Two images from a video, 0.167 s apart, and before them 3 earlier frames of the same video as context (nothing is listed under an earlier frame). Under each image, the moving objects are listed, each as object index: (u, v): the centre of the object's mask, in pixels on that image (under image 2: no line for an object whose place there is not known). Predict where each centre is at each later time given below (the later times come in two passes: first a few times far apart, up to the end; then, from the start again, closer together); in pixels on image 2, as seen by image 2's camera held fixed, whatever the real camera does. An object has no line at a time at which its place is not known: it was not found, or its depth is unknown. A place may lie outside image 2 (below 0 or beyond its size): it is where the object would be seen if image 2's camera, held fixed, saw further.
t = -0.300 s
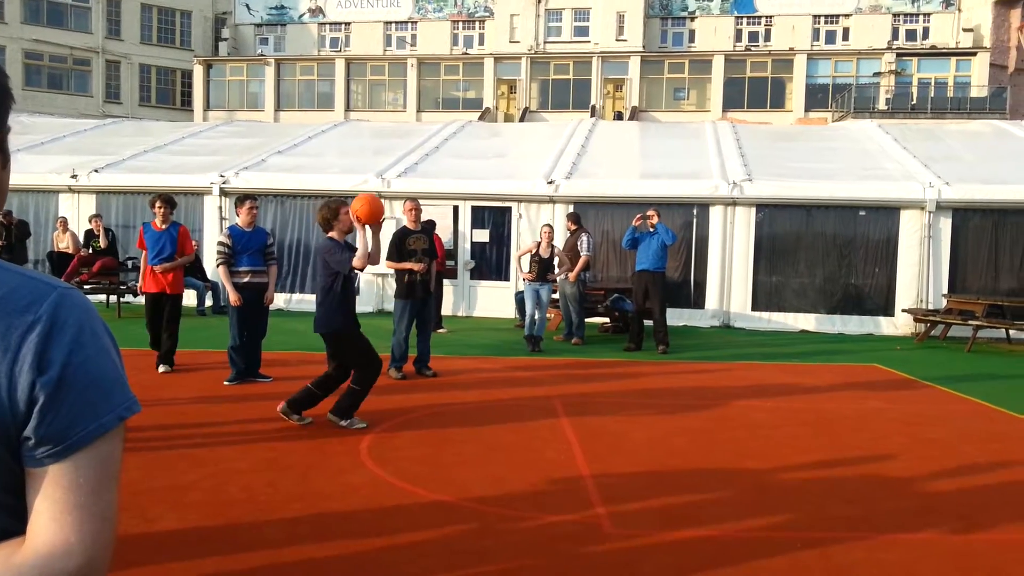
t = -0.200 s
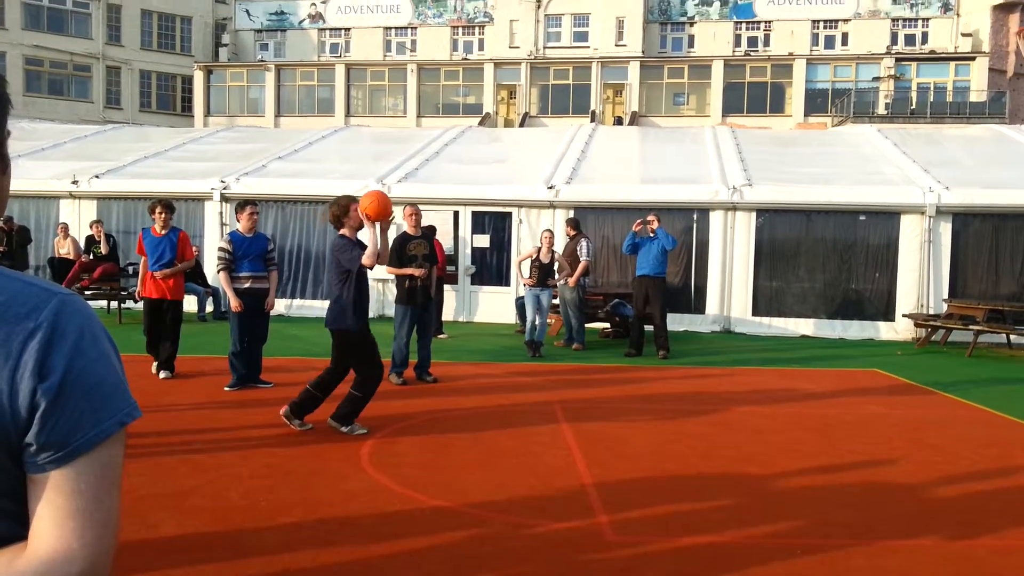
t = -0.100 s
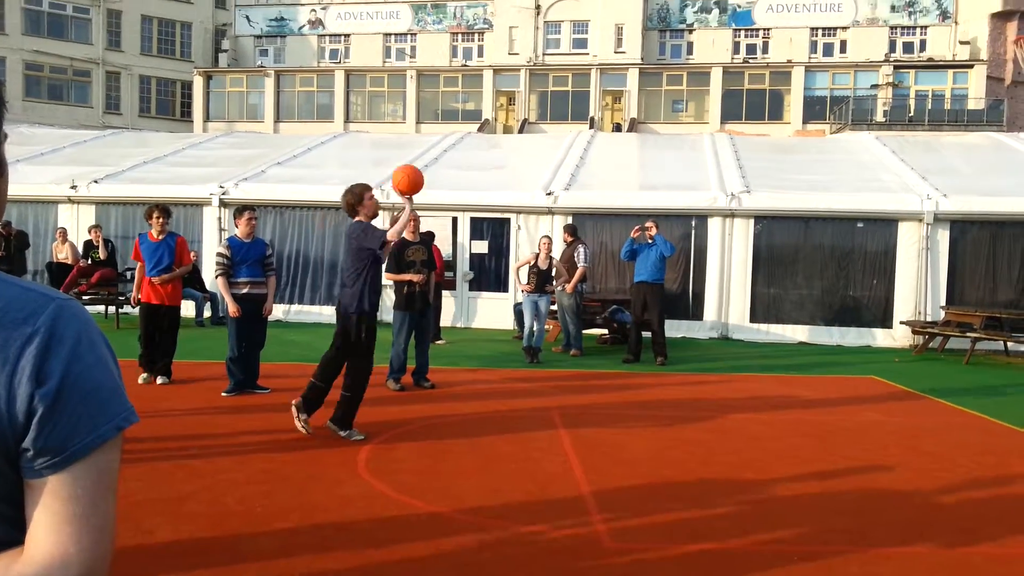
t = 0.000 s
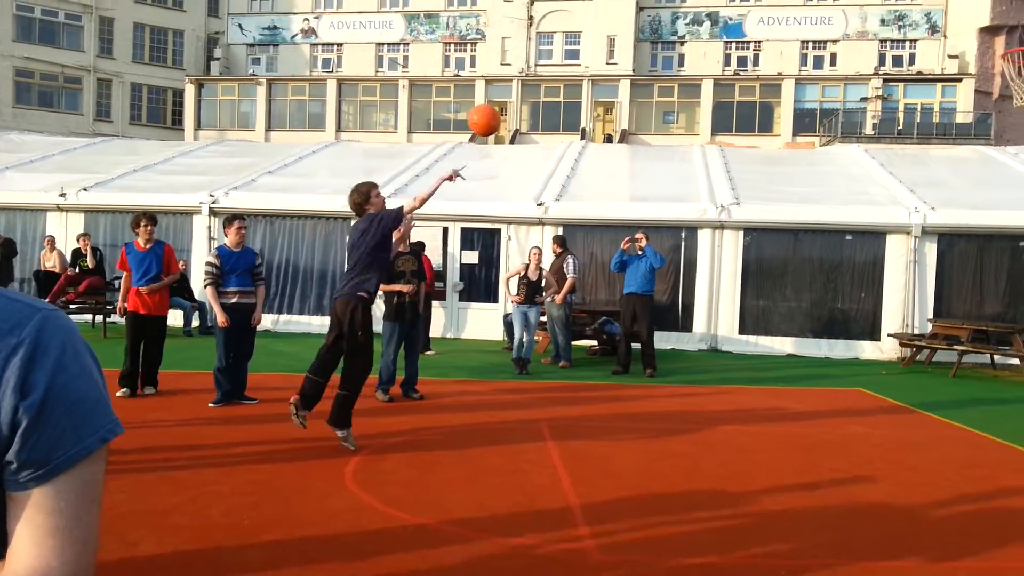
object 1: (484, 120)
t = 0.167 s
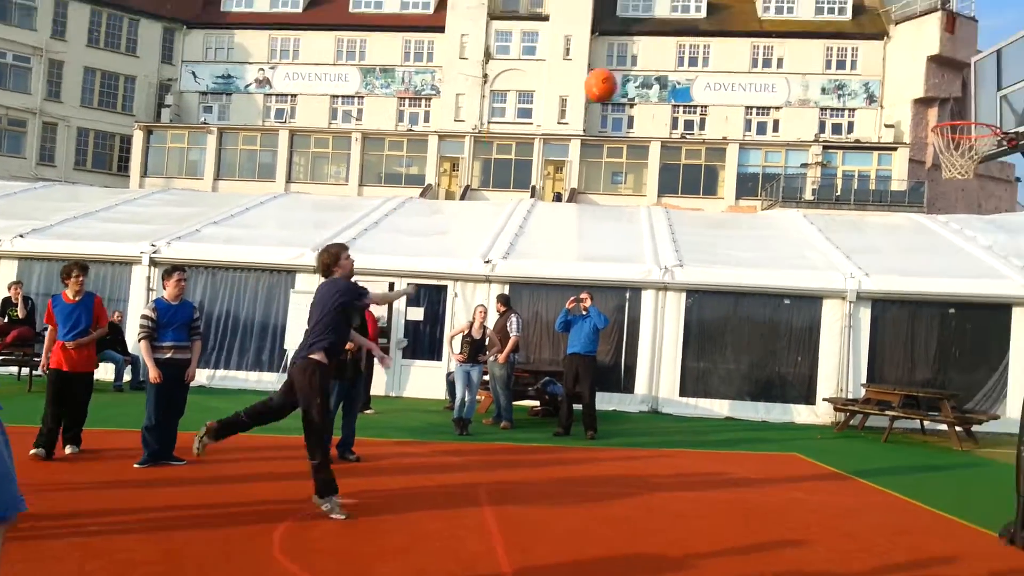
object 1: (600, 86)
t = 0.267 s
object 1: (702, 50)
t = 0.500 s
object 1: (925, 32)
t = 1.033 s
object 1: (897, 285)
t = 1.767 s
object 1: (726, 260)
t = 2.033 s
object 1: (673, 242)
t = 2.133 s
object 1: (652, 258)
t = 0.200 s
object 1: (634, 72)
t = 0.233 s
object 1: (668, 60)
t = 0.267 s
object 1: (702, 50)
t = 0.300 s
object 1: (734, 44)
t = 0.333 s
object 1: (765, 39)
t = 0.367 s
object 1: (796, 35)
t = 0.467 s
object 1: (894, 29)
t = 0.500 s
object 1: (925, 32)
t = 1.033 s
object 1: (897, 285)
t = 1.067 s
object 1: (887, 313)
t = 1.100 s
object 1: (877, 344)
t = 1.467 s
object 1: (785, 386)
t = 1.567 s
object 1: (764, 332)
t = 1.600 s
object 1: (758, 316)
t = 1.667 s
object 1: (745, 290)
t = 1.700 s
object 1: (739, 279)
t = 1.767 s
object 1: (726, 260)
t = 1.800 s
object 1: (720, 252)
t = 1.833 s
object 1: (713, 247)
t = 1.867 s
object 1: (706, 242)
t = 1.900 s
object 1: (700, 239)
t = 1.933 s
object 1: (693, 238)
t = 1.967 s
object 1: (686, 238)
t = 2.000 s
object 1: (680, 239)
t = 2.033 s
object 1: (673, 242)
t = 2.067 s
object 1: (666, 246)
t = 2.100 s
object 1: (659, 251)
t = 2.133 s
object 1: (652, 258)
